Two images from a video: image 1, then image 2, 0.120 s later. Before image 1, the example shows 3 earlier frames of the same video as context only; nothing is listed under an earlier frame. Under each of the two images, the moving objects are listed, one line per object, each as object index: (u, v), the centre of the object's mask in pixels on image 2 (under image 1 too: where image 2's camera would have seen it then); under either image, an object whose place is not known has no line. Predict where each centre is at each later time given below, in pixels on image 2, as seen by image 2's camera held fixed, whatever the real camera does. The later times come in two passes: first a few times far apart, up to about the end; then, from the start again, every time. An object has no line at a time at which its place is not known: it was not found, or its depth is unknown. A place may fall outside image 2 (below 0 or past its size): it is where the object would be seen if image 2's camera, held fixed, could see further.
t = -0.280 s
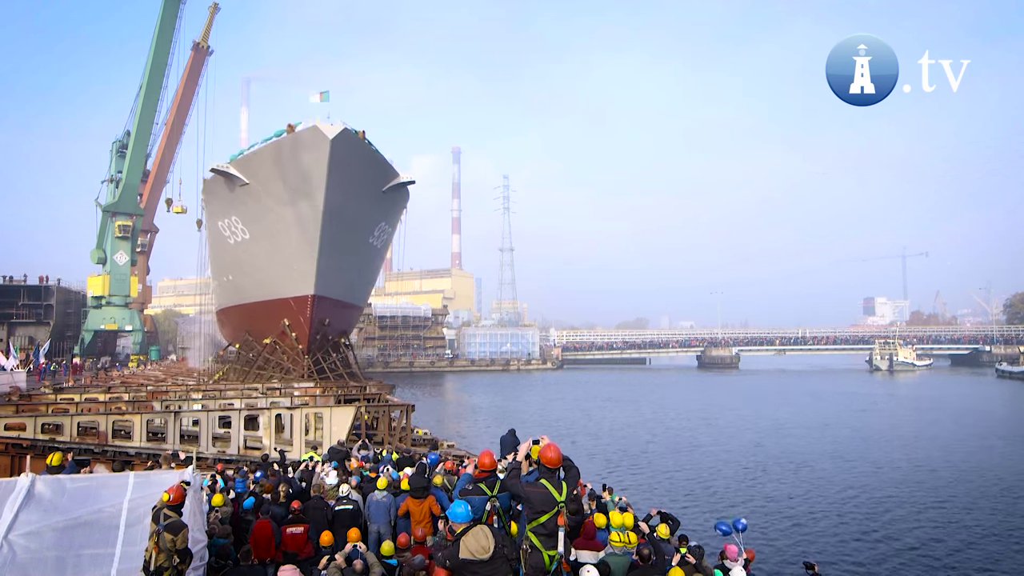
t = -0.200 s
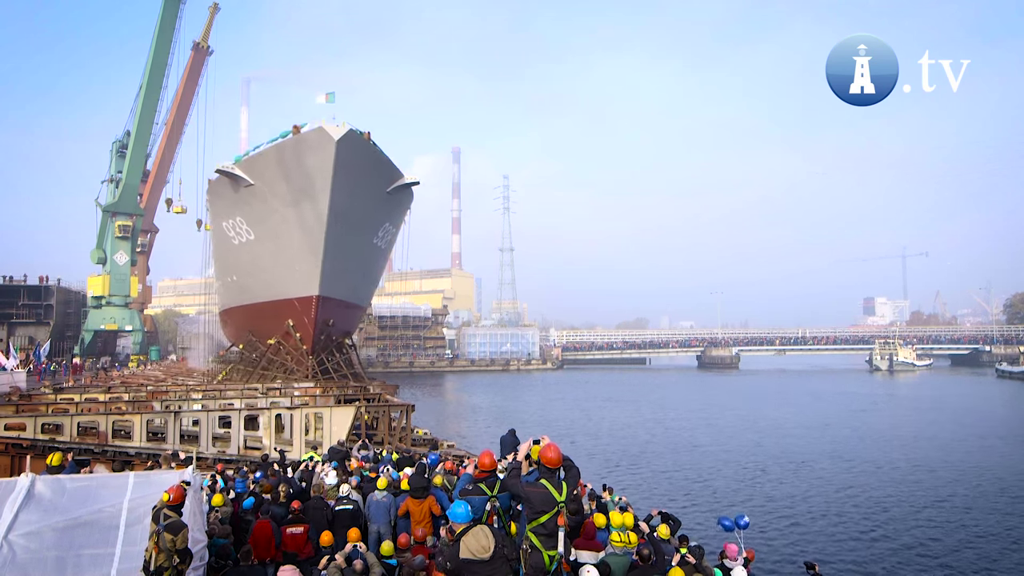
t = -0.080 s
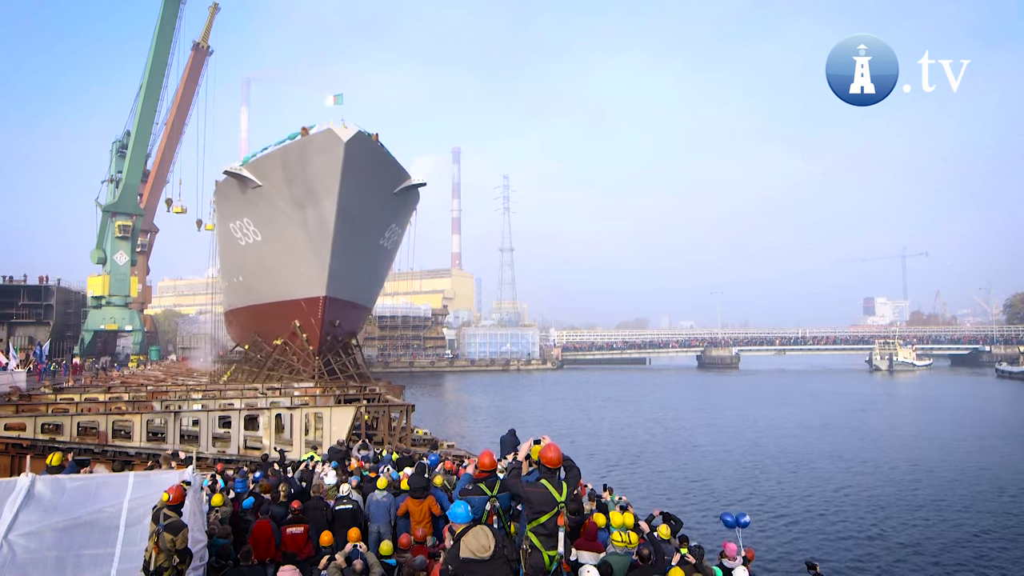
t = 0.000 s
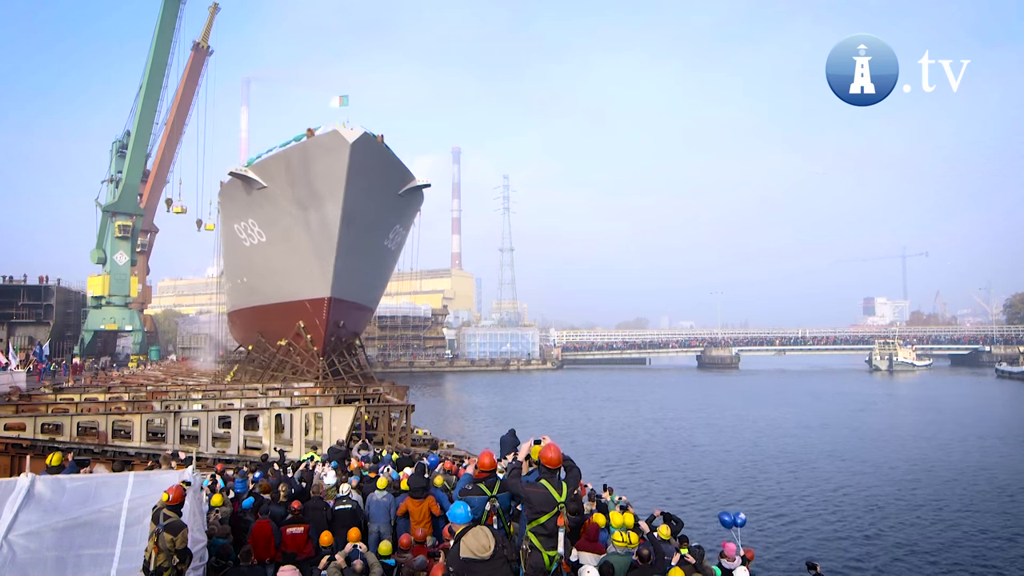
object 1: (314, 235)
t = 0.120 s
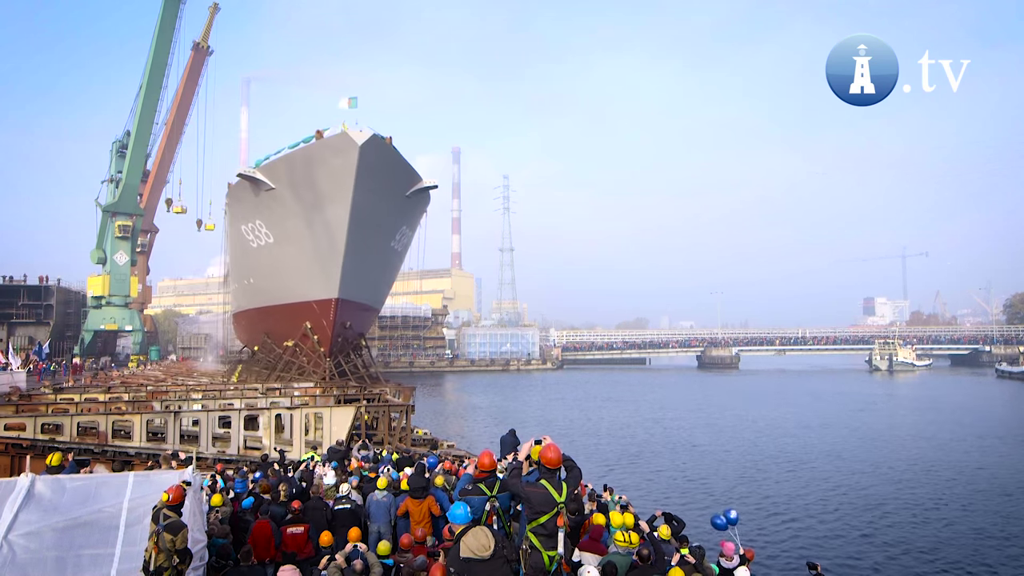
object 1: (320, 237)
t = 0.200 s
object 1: (325, 238)
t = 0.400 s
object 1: (336, 241)
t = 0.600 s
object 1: (347, 243)
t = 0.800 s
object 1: (358, 245)
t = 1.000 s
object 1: (369, 247)
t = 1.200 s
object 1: (380, 250)
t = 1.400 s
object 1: (391, 253)
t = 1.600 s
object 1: (403, 257)
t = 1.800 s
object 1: (418, 261)
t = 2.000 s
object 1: (427, 265)
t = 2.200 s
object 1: (442, 271)
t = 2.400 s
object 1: (458, 279)
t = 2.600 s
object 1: (483, 293)
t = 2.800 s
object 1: (490, 297)
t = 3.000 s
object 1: (498, 301)
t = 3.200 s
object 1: (503, 305)
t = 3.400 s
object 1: (508, 309)
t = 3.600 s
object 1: (515, 313)
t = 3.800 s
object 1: (519, 317)
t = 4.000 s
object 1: (523, 320)
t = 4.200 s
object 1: (527, 324)
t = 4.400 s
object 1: (533, 327)
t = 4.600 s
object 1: (537, 331)
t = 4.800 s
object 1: (542, 332)
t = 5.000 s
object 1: (548, 334)
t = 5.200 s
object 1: (550, 336)
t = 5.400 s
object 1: (554, 336)
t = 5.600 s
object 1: (554, 336)
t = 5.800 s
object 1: (556, 337)
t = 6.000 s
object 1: (560, 338)
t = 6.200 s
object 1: (560, 339)
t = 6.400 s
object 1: (568, 338)
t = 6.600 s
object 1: (559, 339)
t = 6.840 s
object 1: (555, 339)
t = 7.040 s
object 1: (555, 339)
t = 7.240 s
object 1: (553, 339)
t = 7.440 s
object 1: (552, 338)
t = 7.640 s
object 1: (555, 337)
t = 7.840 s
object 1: (553, 337)
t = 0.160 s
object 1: (322, 238)
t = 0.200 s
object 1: (325, 238)
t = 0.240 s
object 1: (327, 239)
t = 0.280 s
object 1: (329, 239)
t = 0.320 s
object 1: (331, 240)
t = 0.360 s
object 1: (333, 240)
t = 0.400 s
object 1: (336, 241)
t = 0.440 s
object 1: (338, 241)
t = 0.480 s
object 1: (340, 242)
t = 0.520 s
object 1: (343, 242)
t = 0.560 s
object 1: (345, 242)
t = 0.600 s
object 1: (347, 243)
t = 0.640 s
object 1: (349, 244)
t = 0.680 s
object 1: (351, 244)
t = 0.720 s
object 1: (353, 244)
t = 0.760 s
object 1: (356, 244)
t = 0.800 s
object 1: (358, 245)
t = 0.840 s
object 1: (360, 245)
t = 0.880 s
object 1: (362, 247)
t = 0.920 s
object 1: (364, 247)
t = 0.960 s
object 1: (366, 247)
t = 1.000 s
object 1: (369, 247)
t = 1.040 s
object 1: (371, 247)
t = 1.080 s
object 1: (373, 248)
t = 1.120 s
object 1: (376, 249)
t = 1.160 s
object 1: (378, 250)
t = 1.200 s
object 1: (380, 250)
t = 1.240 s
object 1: (382, 250)
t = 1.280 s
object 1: (385, 253)
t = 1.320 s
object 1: (387, 252)
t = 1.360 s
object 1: (389, 253)
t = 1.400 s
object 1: (391, 253)
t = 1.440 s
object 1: (394, 254)
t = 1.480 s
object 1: (396, 254)
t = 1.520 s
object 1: (398, 255)
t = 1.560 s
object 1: (401, 256)
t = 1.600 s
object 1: (403, 257)
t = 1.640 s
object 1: (406, 257)
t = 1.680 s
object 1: (410, 259)
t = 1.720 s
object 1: (410, 258)
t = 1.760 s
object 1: (415, 260)
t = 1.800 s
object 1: (418, 261)
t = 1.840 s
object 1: (420, 262)
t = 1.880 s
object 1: (419, 262)
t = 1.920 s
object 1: (422, 263)
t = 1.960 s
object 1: (425, 263)
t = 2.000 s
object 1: (427, 265)
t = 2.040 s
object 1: (429, 266)
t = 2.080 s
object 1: (432, 267)
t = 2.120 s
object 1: (435, 268)
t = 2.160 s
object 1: (442, 271)
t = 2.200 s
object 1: (442, 271)
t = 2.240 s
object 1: (445, 272)
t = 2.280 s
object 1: (457, 276)
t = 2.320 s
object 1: (452, 275)
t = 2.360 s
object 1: (462, 279)
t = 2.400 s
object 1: (458, 279)
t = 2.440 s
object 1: (470, 283)
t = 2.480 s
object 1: (474, 285)
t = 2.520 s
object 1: (477, 288)
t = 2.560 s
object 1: (480, 290)
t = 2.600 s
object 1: (483, 293)
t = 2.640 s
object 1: (484, 294)
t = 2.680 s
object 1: (485, 295)
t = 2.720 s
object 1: (487, 295)
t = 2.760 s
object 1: (489, 297)
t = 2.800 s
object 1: (490, 297)
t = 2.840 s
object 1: (492, 298)
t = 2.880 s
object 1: (494, 298)
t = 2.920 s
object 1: (496, 299)
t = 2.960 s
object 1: (497, 300)
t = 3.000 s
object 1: (498, 301)
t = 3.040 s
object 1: (499, 302)
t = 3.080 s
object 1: (500, 303)
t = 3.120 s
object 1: (501, 303)
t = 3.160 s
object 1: (501, 304)
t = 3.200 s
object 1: (503, 305)
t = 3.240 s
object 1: (504, 306)
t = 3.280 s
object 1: (505, 307)
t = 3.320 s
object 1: (506, 308)
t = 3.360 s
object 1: (507, 308)
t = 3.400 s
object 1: (508, 309)
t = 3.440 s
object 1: (509, 310)
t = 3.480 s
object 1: (511, 311)
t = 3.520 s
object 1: (513, 312)
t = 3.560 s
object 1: (514, 313)
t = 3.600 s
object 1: (515, 313)
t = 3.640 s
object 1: (516, 314)
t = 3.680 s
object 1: (517, 315)
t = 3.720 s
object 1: (518, 316)
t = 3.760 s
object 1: (519, 316)
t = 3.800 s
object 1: (519, 317)
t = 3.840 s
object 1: (521, 318)
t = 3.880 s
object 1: (521, 318)
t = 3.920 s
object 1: (522, 319)
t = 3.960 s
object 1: (523, 320)
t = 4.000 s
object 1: (523, 320)
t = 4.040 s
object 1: (523, 321)
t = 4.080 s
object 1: (524, 322)
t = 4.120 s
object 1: (525, 322)
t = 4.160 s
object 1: (526, 323)
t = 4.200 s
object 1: (527, 324)
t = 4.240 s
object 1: (530, 325)
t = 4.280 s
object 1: (531, 326)
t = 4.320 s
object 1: (531, 326)
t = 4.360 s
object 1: (532, 327)
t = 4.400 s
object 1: (533, 327)
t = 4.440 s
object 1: (535, 328)
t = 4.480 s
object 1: (534, 328)
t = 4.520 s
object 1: (536, 329)
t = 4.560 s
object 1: (536, 330)
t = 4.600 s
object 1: (537, 331)
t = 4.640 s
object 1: (538, 331)
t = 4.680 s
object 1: (540, 332)
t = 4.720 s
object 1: (540, 332)
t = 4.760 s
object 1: (541, 332)
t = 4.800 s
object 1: (542, 332)
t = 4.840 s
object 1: (544, 333)
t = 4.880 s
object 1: (544, 333)
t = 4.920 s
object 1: (545, 333)
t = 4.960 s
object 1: (545, 333)
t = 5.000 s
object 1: (548, 334)
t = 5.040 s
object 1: (548, 335)
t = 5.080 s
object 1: (548, 335)
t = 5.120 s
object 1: (549, 335)
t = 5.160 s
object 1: (550, 335)
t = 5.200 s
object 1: (550, 336)
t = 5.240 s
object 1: (550, 336)
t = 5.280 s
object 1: (551, 336)
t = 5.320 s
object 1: (552, 336)
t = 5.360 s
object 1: (552, 336)
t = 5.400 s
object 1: (554, 336)
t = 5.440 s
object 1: (554, 336)
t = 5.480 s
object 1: (555, 336)
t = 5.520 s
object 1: (553, 335)
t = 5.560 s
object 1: (554, 336)
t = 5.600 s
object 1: (554, 336)
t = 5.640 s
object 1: (555, 336)
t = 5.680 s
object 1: (556, 336)
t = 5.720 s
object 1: (557, 336)
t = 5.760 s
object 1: (557, 337)
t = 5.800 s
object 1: (556, 337)
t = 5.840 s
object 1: (558, 337)
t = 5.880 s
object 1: (557, 337)
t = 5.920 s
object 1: (557, 338)
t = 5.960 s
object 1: (559, 338)
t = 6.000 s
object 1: (560, 338)
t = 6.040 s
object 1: (560, 338)
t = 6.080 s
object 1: (558, 338)
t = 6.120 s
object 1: (560, 338)
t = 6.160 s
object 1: (560, 338)
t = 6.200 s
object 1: (560, 339)
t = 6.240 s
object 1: (570, 338)
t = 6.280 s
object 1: (561, 339)
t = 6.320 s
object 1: (568, 338)
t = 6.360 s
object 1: (568, 338)
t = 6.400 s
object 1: (568, 338)
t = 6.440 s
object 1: (568, 338)
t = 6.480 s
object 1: (569, 338)
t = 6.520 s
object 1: (559, 339)
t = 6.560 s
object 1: (560, 338)
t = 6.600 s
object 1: (559, 339)
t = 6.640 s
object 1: (557, 339)
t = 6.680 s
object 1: (558, 339)
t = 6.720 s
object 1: (556, 339)
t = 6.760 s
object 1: (555, 339)
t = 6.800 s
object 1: (556, 339)
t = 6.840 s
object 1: (555, 339)
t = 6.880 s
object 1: (554, 339)
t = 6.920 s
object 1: (555, 339)
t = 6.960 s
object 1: (555, 339)
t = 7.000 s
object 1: (555, 339)
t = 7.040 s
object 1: (555, 339)
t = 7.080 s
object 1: (555, 339)
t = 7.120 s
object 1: (555, 339)
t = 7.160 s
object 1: (554, 339)
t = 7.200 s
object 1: (554, 339)
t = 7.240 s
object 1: (553, 339)
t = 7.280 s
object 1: (553, 339)
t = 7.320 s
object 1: (552, 339)
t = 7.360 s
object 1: (552, 339)
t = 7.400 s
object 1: (553, 338)
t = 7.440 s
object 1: (552, 338)
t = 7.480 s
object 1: (550, 339)
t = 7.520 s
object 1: (551, 338)
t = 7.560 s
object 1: (551, 338)
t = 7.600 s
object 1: (554, 338)
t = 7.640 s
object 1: (555, 337)
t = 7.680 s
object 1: (555, 337)
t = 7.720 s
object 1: (555, 337)
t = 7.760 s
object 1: (554, 337)
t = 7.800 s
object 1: (554, 337)
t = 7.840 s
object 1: (553, 337)
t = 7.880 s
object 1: (552, 337)
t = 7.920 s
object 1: (551, 337)
